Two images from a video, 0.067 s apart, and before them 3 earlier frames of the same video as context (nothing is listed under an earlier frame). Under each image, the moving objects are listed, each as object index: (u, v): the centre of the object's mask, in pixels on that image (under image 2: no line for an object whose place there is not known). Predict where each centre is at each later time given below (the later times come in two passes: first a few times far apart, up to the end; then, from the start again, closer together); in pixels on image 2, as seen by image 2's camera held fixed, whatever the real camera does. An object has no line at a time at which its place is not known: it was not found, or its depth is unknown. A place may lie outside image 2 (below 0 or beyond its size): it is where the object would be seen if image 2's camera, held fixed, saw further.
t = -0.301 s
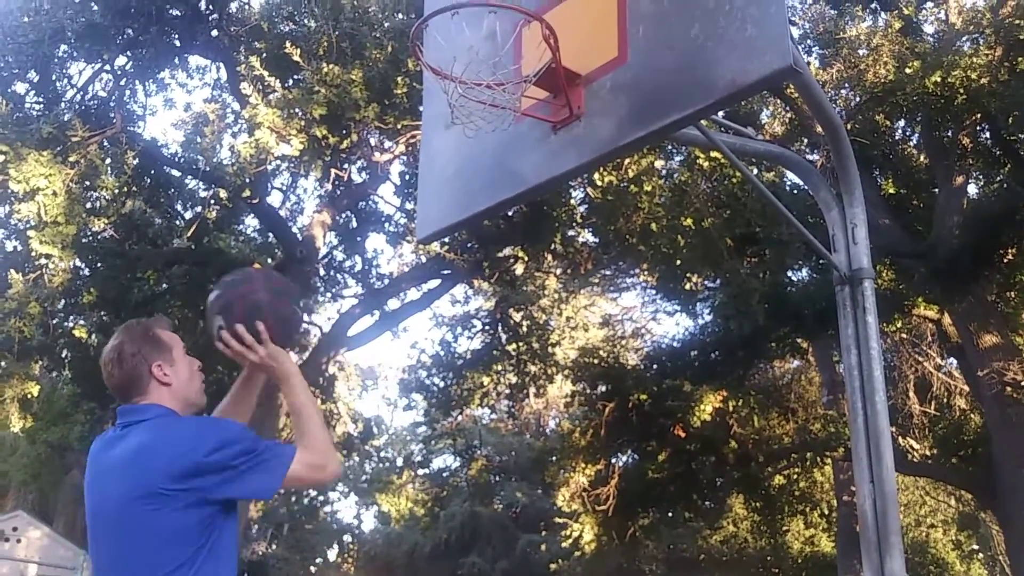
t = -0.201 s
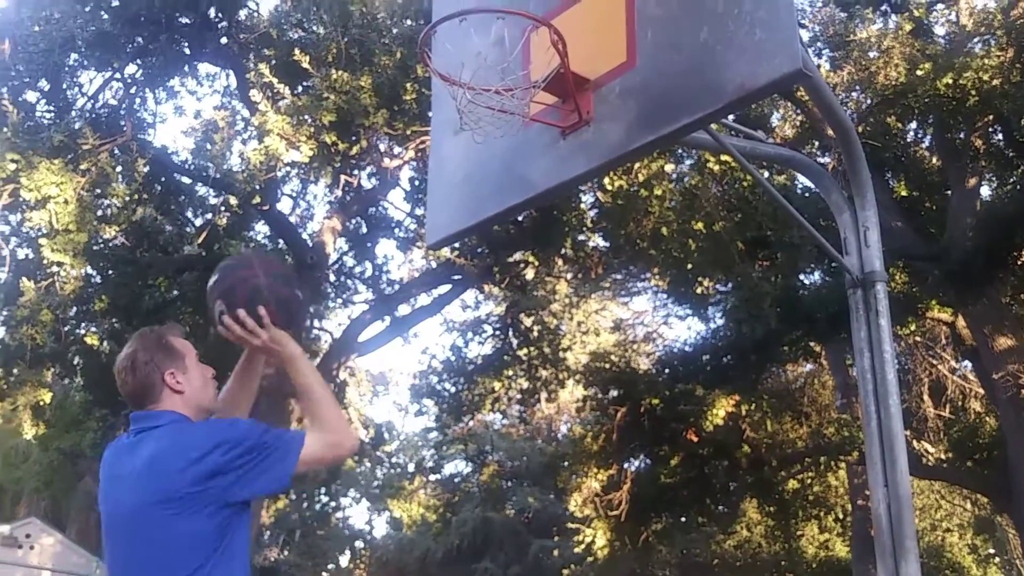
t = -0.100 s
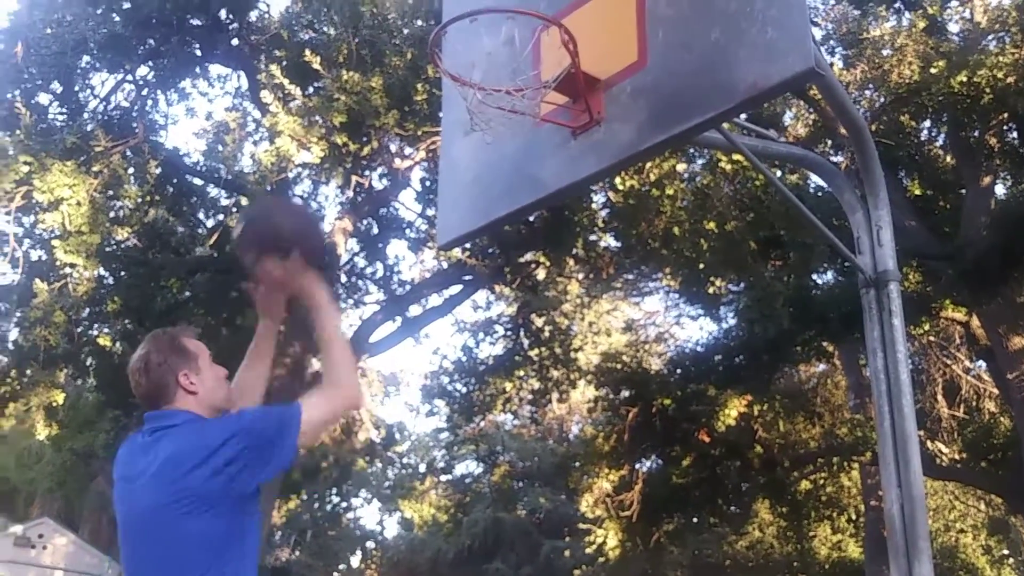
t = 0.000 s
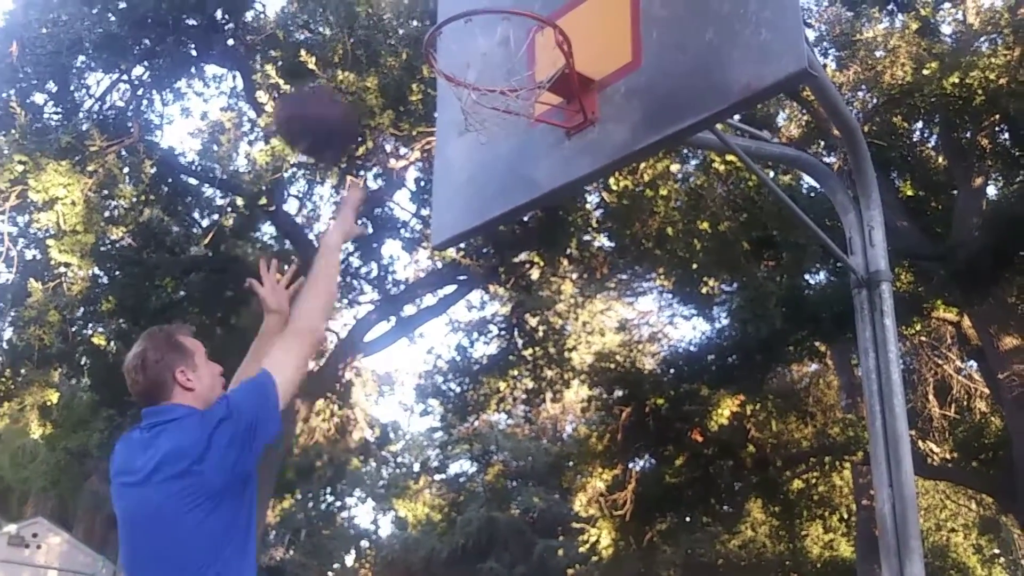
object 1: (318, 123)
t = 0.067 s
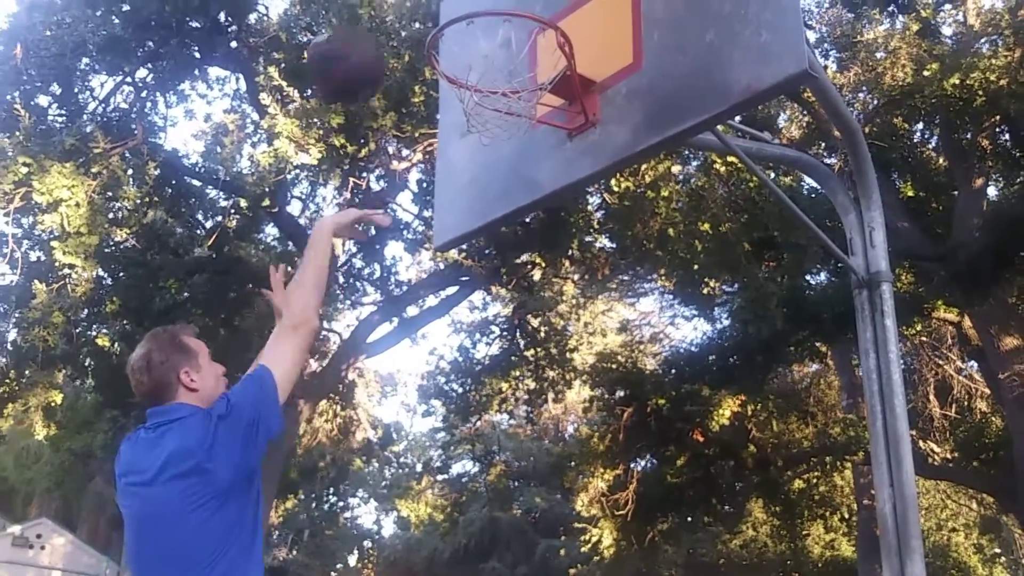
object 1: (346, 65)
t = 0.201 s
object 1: (396, 12)
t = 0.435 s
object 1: (471, 4)
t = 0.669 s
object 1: (515, 104)
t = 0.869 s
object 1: (495, 240)
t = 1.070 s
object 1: (468, 515)
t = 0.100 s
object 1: (359, 41)
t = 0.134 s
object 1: (374, 26)
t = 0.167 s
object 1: (385, 15)
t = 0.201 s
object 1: (396, 12)
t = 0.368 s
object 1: (453, -1)
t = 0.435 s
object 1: (471, 4)
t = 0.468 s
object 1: (480, 9)
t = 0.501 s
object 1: (487, 18)
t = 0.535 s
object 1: (495, 36)
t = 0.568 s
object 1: (504, 49)
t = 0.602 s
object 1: (512, 71)
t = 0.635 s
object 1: (516, 92)
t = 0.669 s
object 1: (515, 104)
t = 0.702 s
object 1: (514, 124)
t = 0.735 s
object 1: (509, 136)
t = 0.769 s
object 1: (504, 156)
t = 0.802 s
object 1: (502, 181)
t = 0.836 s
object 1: (499, 210)
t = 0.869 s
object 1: (495, 240)
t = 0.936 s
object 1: (487, 309)
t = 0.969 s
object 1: (484, 353)
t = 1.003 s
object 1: (478, 400)
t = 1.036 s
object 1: (475, 455)
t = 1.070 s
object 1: (468, 515)
